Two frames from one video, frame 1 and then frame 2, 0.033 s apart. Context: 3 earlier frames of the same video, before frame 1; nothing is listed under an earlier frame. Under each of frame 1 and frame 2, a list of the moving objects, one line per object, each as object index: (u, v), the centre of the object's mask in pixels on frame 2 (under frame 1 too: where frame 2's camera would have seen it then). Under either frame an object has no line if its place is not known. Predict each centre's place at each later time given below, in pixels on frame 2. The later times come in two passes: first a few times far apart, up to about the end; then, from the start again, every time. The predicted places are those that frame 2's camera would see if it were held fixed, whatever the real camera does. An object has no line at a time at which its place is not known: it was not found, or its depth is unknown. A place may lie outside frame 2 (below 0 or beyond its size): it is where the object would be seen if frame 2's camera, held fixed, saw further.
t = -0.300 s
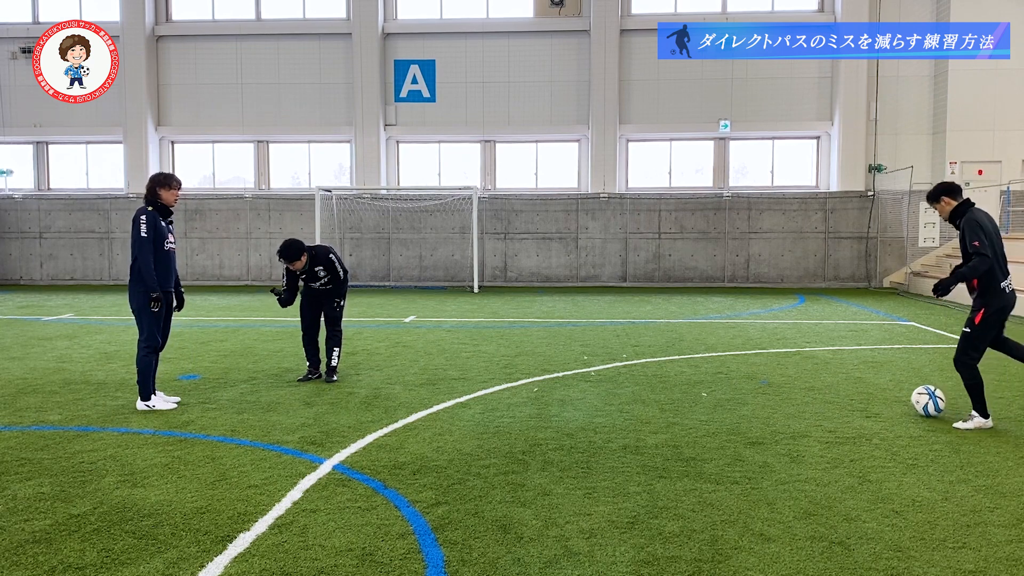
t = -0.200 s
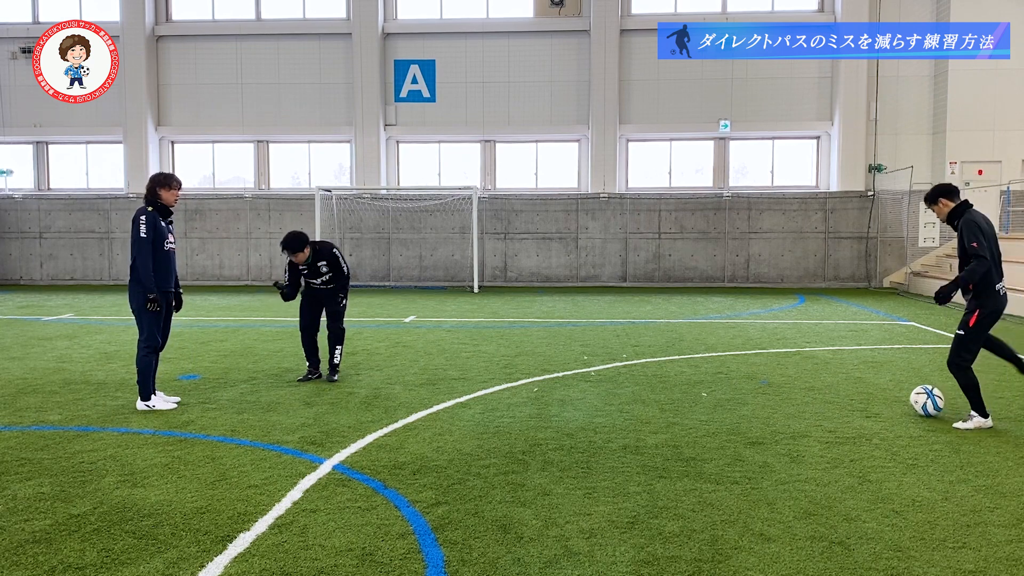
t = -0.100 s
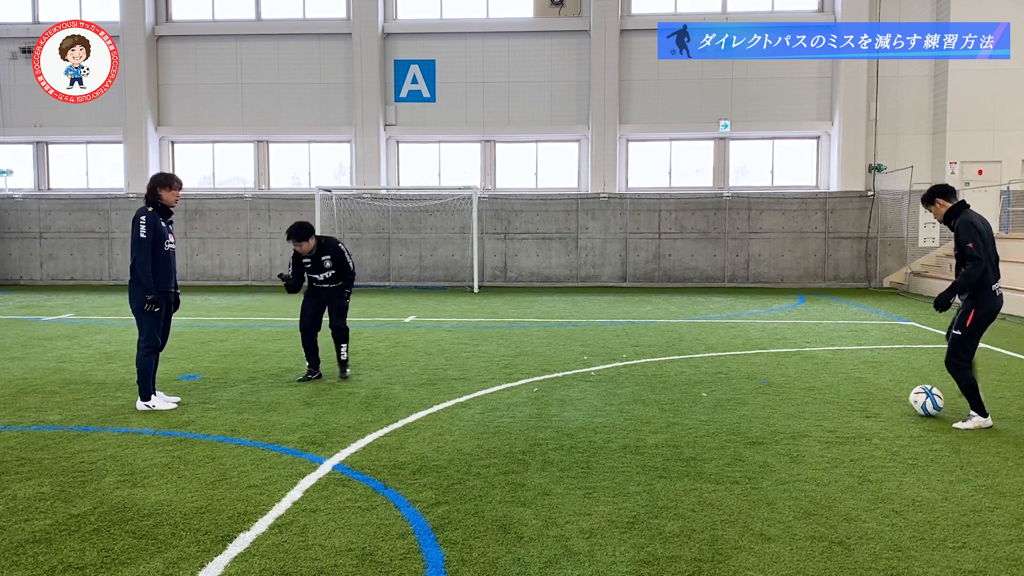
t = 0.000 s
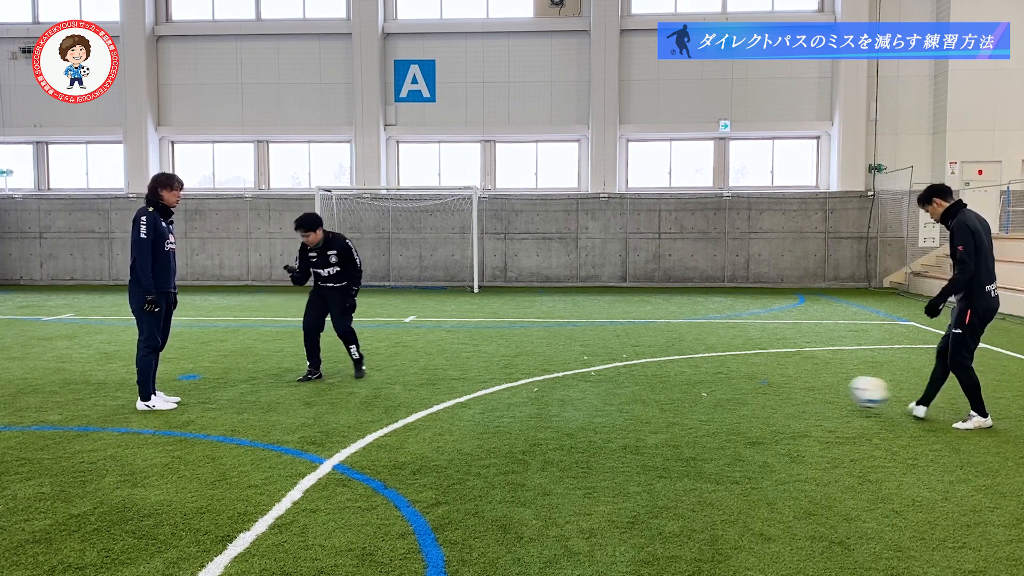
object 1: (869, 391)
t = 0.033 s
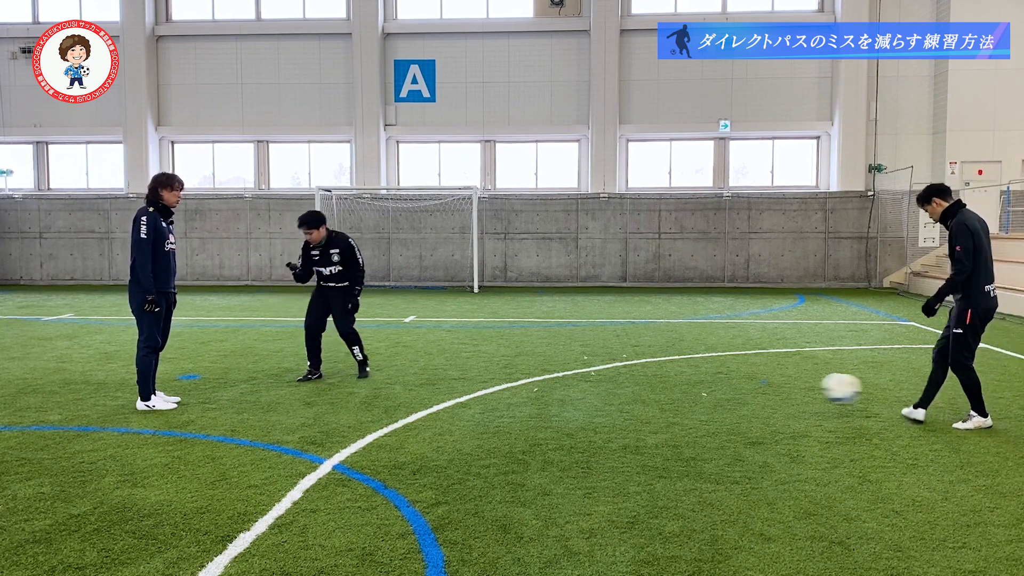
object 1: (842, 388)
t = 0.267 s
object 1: (660, 392)
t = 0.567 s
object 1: (500, 388)
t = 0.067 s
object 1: (814, 387)
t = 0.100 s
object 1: (786, 387)
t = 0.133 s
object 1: (759, 388)
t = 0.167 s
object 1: (731, 392)
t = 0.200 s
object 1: (705, 397)
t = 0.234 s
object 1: (682, 396)
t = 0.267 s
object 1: (660, 392)
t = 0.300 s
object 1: (642, 389)
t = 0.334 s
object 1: (623, 387)
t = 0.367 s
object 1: (604, 386)
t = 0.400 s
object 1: (584, 388)
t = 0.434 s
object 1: (565, 391)
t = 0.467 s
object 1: (545, 396)
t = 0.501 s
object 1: (530, 396)
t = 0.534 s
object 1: (515, 391)
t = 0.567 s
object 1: (500, 388)
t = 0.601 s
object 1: (485, 387)
